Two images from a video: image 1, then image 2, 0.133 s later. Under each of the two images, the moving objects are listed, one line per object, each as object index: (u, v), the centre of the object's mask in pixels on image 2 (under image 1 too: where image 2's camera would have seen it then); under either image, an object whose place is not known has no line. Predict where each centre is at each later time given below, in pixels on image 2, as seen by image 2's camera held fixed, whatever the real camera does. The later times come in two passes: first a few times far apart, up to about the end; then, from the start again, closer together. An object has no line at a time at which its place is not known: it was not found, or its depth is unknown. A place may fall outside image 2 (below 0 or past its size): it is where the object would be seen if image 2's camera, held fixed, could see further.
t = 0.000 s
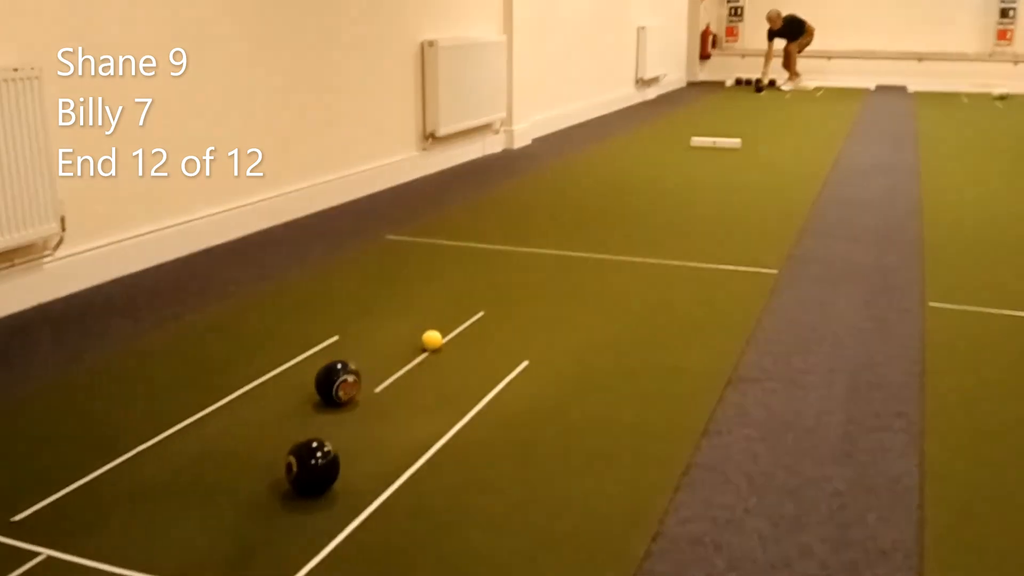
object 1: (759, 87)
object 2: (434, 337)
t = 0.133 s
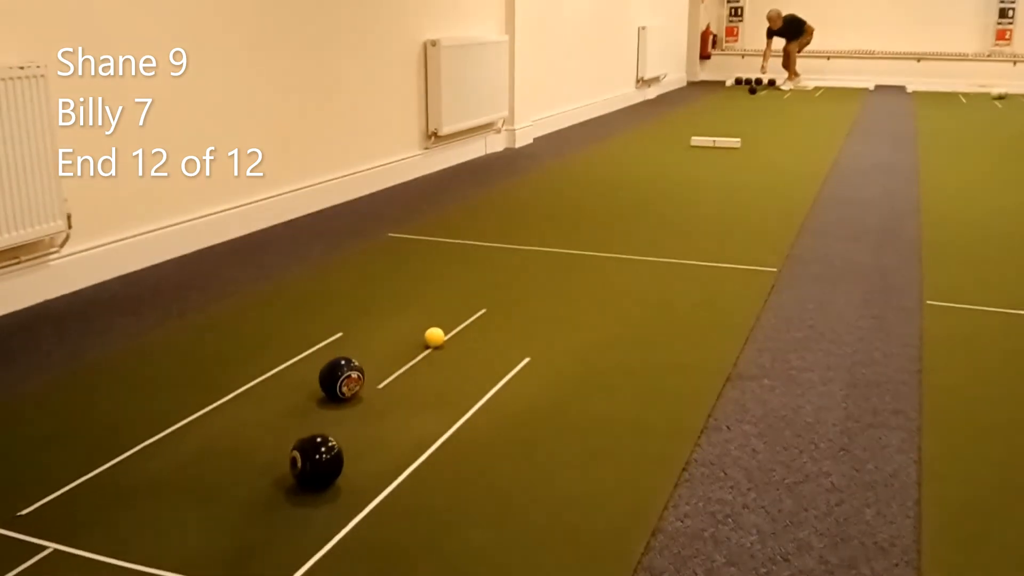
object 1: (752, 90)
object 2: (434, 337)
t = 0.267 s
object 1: (747, 91)
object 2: (434, 336)
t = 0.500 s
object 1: (737, 95)
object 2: (434, 337)
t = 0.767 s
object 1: (725, 99)
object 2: (434, 337)
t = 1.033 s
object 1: (713, 103)
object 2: (434, 337)
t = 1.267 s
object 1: (702, 108)
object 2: (434, 337)
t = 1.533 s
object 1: (690, 112)
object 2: (434, 337)
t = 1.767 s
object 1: (678, 116)
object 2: (434, 337)
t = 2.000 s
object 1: (666, 121)
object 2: (434, 337)
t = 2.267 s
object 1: (651, 127)
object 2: (434, 337)
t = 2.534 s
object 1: (637, 133)
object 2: (434, 337)
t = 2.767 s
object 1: (624, 139)
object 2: (434, 337)
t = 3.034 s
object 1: (609, 145)
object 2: (434, 337)
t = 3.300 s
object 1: (594, 153)
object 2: (434, 337)
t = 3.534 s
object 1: (582, 160)
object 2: (434, 337)
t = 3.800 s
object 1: (568, 168)
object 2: (434, 337)
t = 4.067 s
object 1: (555, 177)
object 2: (434, 337)
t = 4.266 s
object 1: (545, 184)
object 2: (434, 337)
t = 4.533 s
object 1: (532, 194)
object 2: (434, 337)
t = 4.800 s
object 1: (520, 205)
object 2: (434, 337)
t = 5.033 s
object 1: (511, 215)
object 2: (434, 336)
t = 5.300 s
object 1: (501, 227)
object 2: (434, 337)
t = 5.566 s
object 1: (490, 240)
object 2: (434, 337)
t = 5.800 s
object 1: (483, 251)
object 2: (434, 337)
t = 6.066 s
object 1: (475, 265)
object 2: (434, 337)
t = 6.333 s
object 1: (466, 279)
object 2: (434, 337)
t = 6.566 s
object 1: (460, 291)
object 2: (434, 337)
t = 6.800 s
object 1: (456, 304)
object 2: (434, 337)
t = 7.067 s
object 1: (454, 318)
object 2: (434, 337)
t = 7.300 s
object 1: (458, 329)
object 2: (427, 339)
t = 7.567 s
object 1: (467, 338)
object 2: (419, 343)
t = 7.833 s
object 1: (477, 347)
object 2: (417, 345)
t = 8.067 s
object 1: (486, 353)
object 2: (416, 345)
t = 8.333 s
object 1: (493, 359)
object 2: (416, 345)
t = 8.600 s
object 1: (501, 363)
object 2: (416, 345)
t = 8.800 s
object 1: (504, 365)
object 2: (416, 345)
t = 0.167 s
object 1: (751, 90)
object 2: (434, 337)
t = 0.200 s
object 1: (750, 91)
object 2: (434, 336)
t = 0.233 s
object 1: (748, 91)
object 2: (434, 336)
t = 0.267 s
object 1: (747, 91)
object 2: (434, 336)
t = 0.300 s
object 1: (746, 92)
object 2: (434, 336)
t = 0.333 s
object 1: (744, 92)
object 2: (434, 336)
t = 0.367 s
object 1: (743, 93)
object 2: (434, 336)
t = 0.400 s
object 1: (741, 93)
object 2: (434, 336)
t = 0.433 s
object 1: (740, 94)
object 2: (434, 336)
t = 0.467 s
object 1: (738, 95)
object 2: (434, 337)
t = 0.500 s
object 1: (737, 95)
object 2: (434, 337)
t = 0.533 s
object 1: (736, 96)
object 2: (434, 337)
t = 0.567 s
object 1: (734, 96)
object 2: (434, 337)
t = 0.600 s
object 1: (733, 97)
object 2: (434, 337)
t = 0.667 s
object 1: (730, 97)
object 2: (434, 337)
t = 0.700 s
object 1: (729, 98)
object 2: (434, 337)
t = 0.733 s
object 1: (727, 98)
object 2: (434, 337)
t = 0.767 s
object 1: (725, 99)
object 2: (434, 337)
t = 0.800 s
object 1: (724, 99)
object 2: (434, 337)
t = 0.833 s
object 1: (722, 100)
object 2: (434, 337)
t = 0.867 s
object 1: (721, 101)
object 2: (434, 337)
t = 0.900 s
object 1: (719, 101)
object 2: (434, 337)
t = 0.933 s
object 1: (718, 102)
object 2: (434, 337)
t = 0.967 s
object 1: (716, 102)
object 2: (434, 337)
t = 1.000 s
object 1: (715, 103)
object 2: (434, 337)
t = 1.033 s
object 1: (713, 103)
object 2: (434, 337)
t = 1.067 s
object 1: (712, 104)
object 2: (434, 337)
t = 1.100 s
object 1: (710, 105)
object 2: (434, 337)
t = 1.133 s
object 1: (708, 105)
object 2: (434, 337)
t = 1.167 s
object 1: (707, 106)
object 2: (434, 337)
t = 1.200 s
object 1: (705, 106)
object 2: (434, 337)
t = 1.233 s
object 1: (704, 107)
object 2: (434, 337)
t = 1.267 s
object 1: (702, 108)
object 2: (434, 337)
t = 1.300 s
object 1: (700, 108)
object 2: (434, 337)
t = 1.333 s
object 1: (699, 109)
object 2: (434, 337)
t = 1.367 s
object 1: (697, 109)
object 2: (434, 337)
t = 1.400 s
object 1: (696, 110)
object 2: (434, 337)
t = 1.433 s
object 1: (694, 110)
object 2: (434, 337)
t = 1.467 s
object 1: (692, 111)
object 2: (434, 337)
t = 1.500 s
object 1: (691, 111)
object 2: (434, 337)
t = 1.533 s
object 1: (690, 112)
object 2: (434, 337)
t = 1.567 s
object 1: (688, 113)
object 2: (434, 337)
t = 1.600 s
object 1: (686, 113)
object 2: (434, 337)
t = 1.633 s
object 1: (684, 114)
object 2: (434, 337)
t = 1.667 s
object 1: (683, 115)
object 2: (434, 337)
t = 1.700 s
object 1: (681, 115)
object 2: (434, 337)
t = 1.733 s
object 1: (680, 116)
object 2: (434, 337)
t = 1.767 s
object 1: (678, 116)
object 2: (434, 337)
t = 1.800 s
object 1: (676, 117)
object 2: (434, 337)
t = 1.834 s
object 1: (674, 118)
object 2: (434, 337)
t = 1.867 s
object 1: (673, 118)
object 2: (434, 337)
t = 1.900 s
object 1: (671, 119)
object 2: (434, 337)
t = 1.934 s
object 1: (669, 120)
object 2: (434, 337)
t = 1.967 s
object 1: (668, 120)
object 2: (434, 337)
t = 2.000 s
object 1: (666, 121)
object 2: (434, 337)
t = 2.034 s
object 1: (664, 122)
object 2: (434, 337)
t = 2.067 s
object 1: (662, 123)
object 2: (434, 337)
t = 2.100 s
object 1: (660, 123)
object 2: (434, 337)
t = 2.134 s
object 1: (659, 124)
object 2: (434, 337)
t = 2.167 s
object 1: (657, 125)
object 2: (434, 337)
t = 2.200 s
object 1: (655, 125)
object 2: (434, 337)
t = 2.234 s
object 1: (653, 126)
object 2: (434, 337)
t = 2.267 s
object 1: (651, 127)
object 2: (434, 337)
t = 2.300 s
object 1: (650, 128)
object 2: (434, 337)
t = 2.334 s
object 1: (648, 129)
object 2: (434, 337)
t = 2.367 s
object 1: (646, 129)
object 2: (434, 337)
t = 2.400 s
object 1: (644, 130)
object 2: (434, 337)
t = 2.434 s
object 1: (642, 131)
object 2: (434, 337)
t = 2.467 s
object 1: (640, 131)
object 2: (434, 337)
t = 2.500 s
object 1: (639, 132)
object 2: (434, 336)
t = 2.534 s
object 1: (637, 133)
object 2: (434, 337)
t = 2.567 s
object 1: (635, 134)
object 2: (434, 336)
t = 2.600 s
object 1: (633, 134)
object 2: (434, 337)
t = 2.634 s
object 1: (631, 135)
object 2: (434, 337)
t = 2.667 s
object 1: (629, 136)
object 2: (434, 337)
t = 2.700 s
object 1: (627, 137)
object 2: (434, 337)
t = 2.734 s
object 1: (626, 138)
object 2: (434, 337)
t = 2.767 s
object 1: (624, 139)
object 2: (434, 337)
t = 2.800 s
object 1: (622, 139)
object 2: (434, 337)
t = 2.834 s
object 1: (620, 140)
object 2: (434, 337)
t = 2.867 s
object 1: (618, 141)
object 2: (434, 337)
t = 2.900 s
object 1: (616, 142)
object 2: (434, 337)
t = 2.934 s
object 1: (614, 143)
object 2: (434, 337)
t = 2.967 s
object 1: (612, 144)
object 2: (434, 337)
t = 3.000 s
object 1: (611, 145)
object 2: (434, 337)
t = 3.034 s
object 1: (609, 145)
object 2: (434, 337)
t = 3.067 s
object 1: (607, 146)
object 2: (434, 337)
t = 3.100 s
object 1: (605, 148)
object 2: (434, 337)
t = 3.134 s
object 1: (603, 149)
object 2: (434, 337)
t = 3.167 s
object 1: (601, 149)
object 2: (434, 337)
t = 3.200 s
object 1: (600, 150)
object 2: (434, 337)
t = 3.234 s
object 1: (598, 151)
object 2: (434, 337)
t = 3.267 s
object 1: (596, 152)
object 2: (434, 337)
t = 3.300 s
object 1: (594, 153)
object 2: (434, 337)
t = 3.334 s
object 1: (593, 154)
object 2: (434, 337)
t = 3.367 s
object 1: (591, 155)
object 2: (434, 337)
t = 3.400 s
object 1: (589, 156)
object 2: (434, 337)
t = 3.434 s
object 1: (587, 157)
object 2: (434, 337)
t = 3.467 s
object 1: (586, 158)
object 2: (434, 337)
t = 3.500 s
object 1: (584, 159)
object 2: (434, 337)
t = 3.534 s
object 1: (582, 160)
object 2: (434, 337)
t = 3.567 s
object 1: (580, 161)
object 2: (434, 337)
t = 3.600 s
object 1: (578, 162)
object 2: (434, 337)
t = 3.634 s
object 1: (577, 163)
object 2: (434, 337)
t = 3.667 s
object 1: (575, 164)
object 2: (434, 337)
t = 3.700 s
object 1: (573, 165)
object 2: (434, 337)
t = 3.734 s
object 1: (571, 166)
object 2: (434, 337)
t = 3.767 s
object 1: (570, 167)
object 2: (434, 337)
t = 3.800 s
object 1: (568, 168)
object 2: (434, 337)
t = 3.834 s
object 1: (566, 169)
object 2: (434, 336)
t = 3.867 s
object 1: (564, 170)
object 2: (434, 337)
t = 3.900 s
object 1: (563, 171)
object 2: (434, 337)
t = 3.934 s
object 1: (561, 173)
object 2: (434, 337)
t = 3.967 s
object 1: (559, 174)
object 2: (434, 337)
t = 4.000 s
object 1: (558, 175)
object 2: (434, 337)
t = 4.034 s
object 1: (556, 176)
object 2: (434, 337)
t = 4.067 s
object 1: (555, 177)
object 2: (434, 337)
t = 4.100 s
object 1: (553, 178)
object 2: (434, 337)
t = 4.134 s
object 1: (551, 179)
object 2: (435, 336)
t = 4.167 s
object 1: (550, 180)
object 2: (434, 336)
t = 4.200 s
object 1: (548, 182)
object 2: (434, 337)
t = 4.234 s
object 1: (547, 183)
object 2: (435, 337)
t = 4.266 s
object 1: (545, 184)
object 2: (434, 337)
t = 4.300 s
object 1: (544, 185)
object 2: (435, 336)
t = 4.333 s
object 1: (542, 187)
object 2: (434, 337)
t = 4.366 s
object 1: (540, 188)
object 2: (435, 337)
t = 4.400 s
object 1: (539, 189)
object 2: (435, 337)
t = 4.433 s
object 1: (537, 190)
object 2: (435, 336)
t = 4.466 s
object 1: (536, 192)
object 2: (435, 337)
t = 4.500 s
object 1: (534, 193)
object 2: (435, 337)
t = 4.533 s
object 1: (532, 194)
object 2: (434, 337)
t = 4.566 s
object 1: (531, 196)
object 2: (434, 337)
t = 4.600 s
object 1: (529, 197)
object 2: (434, 337)
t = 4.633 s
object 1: (528, 198)
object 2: (434, 337)
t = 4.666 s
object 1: (526, 199)
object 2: (434, 337)
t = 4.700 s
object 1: (525, 201)
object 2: (434, 337)
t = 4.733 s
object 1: (523, 202)
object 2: (434, 337)
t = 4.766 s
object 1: (522, 204)
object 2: (434, 337)
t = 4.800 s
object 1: (520, 205)
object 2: (434, 337)
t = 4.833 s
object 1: (519, 207)
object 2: (434, 337)
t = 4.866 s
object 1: (518, 208)
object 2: (434, 337)
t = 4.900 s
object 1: (517, 209)
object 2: (434, 336)
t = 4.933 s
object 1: (515, 211)
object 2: (434, 337)
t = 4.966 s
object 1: (514, 212)
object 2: (434, 337)
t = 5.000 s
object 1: (512, 213)
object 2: (434, 336)
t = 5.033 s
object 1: (511, 215)
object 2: (434, 336)
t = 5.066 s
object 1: (509, 216)
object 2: (434, 336)
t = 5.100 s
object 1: (508, 218)
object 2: (434, 337)
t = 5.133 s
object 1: (507, 219)
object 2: (434, 336)
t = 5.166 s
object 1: (506, 221)
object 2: (434, 336)
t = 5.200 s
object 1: (504, 222)
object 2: (434, 336)
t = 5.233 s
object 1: (503, 224)
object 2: (434, 337)
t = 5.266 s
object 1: (502, 225)
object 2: (434, 337)
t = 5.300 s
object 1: (501, 227)
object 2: (434, 337)
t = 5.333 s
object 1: (499, 229)
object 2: (434, 337)
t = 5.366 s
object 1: (498, 230)
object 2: (434, 336)
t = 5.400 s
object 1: (497, 232)
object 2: (434, 337)
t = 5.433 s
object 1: (495, 233)
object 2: (434, 337)
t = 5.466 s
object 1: (494, 235)
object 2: (434, 337)
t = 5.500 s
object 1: (493, 236)
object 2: (434, 336)
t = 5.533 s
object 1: (492, 238)
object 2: (434, 337)
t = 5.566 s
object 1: (490, 240)
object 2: (434, 337)
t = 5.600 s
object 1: (489, 241)
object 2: (434, 337)
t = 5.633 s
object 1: (488, 243)
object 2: (434, 337)
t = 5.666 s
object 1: (487, 245)
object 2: (434, 337)
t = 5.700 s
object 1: (486, 246)
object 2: (434, 337)
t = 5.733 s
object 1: (485, 248)
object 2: (434, 337)
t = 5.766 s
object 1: (483, 250)
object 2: (434, 337)
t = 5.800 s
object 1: (483, 251)
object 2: (434, 337)
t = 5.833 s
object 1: (482, 253)
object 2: (434, 337)
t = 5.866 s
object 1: (481, 255)
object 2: (434, 337)
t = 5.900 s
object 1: (480, 256)
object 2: (434, 337)
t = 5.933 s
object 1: (479, 258)
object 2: (434, 337)
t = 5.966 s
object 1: (478, 260)
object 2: (434, 337)
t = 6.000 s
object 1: (477, 261)
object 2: (434, 337)
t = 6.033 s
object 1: (476, 263)
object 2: (434, 337)
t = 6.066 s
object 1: (475, 265)
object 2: (434, 337)
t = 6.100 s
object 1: (474, 266)
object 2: (434, 337)
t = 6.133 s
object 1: (473, 268)
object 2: (434, 337)
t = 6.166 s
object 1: (472, 270)
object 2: (434, 337)
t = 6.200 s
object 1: (471, 272)
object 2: (434, 337)
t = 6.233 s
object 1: (470, 274)
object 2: (434, 336)
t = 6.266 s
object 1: (468, 275)
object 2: (434, 336)
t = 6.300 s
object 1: (467, 277)
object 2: (434, 336)
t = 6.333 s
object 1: (466, 279)
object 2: (434, 337)
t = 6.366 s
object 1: (465, 281)
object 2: (434, 337)
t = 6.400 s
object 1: (465, 282)
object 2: (434, 337)
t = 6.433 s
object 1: (464, 284)
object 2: (434, 337)
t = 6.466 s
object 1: (463, 286)
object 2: (434, 337)
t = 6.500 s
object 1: (462, 287)
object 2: (435, 336)
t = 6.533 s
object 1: (461, 289)
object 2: (434, 337)
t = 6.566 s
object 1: (460, 291)
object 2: (434, 337)
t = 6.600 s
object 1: (460, 293)
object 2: (434, 337)
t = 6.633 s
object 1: (459, 295)
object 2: (434, 337)
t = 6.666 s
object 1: (458, 297)
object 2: (434, 337)
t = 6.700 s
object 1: (458, 299)
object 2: (434, 337)
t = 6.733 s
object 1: (457, 300)
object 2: (434, 337)
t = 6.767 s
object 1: (457, 302)
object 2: (434, 337)
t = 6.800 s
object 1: (456, 304)
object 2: (434, 337)
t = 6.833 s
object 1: (455, 305)
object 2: (434, 337)
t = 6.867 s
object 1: (455, 307)
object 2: (434, 337)
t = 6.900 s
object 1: (454, 309)
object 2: (434, 337)
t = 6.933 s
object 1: (454, 311)
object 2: (434, 337)
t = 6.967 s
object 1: (454, 313)
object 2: (434, 337)
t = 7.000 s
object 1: (454, 315)
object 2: (434, 337)
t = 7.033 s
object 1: (454, 316)
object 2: (434, 337)
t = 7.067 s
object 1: (454, 318)
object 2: (434, 337)
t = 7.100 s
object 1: (454, 319)
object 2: (434, 337)
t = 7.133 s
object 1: (454, 321)
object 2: (434, 337)
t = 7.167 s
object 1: (454, 323)
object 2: (434, 337)
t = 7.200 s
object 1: (455, 325)
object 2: (432, 337)
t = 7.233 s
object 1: (456, 326)
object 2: (430, 338)
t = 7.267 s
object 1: (457, 327)
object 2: (428, 339)
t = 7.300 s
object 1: (458, 329)
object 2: (427, 339)
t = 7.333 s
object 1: (459, 330)
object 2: (425, 340)
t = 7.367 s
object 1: (461, 331)
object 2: (424, 340)
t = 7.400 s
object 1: (462, 332)
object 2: (423, 341)
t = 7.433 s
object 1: (463, 333)
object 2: (422, 341)
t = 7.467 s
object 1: (464, 335)
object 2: (421, 342)
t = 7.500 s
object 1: (465, 336)
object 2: (420, 342)
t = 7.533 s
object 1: (466, 337)
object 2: (420, 342)
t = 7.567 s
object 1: (467, 338)
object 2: (419, 343)
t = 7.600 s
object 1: (468, 339)
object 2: (419, 343)
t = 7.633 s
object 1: (469, 341)
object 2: (418, 344)
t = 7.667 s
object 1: (471, 342)
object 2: (418, 344)
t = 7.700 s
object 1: (472, 343)
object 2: (418, 344)
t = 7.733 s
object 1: (473, 344)
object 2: (417, 344)
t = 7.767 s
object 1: (474, 345)
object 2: (417, 345)
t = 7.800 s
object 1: (476, 346)
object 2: (417, 345)
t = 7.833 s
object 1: (477, 347)
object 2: (417, 345)
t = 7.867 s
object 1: (478, 348)
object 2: (417, 345)
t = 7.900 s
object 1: (479, 349)
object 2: (416, 345)
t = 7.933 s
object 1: (481, 350)
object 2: (416, 345)
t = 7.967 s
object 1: (482, 351)
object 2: (416, 345)
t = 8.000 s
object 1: (483, 352)
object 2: (416, 345)
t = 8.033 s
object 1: (485, 353)
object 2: (416, 345)
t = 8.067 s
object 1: (486, 353)
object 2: (416, 345)
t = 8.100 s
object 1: (487, 354)
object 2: (416, 345)
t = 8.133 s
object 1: (488, 355)
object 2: (416, 345)
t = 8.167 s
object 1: (489, 356)
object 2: (416, 345)
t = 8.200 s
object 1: (489, 356)
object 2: (416, 345)
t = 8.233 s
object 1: (490, 357)
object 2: (416, 345)
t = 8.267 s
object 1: (491, 358)
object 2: (416, 345)
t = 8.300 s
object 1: (492, 359)
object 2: (416, 345)
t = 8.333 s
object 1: (493, 359)
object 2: (416, 345)
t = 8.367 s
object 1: (494, 360)
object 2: (416, 345)
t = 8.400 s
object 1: (496, 360)
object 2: (416, 345)
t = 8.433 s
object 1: (497, 361)
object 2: (416, 345)
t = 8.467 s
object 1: (498, 361)
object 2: (416, 345)
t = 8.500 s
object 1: (499, 362)
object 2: (416, 345)
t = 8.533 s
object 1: (499, 362)
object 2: (416, 345)
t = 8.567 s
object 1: (500, 362)
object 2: (416, 345)
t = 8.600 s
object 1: (501, 363)
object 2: (416, 345)
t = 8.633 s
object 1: (501, 363)
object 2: (416, 345)
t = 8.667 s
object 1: (502, 364)
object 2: (416, 345)
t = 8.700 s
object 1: (503, 364)
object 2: (416, 345)
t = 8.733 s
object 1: (503, 364)
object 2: (416, 345)
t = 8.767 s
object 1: (504, 364)
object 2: (416, 345)
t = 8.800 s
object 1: (504, 365)
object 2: (416, 345)
